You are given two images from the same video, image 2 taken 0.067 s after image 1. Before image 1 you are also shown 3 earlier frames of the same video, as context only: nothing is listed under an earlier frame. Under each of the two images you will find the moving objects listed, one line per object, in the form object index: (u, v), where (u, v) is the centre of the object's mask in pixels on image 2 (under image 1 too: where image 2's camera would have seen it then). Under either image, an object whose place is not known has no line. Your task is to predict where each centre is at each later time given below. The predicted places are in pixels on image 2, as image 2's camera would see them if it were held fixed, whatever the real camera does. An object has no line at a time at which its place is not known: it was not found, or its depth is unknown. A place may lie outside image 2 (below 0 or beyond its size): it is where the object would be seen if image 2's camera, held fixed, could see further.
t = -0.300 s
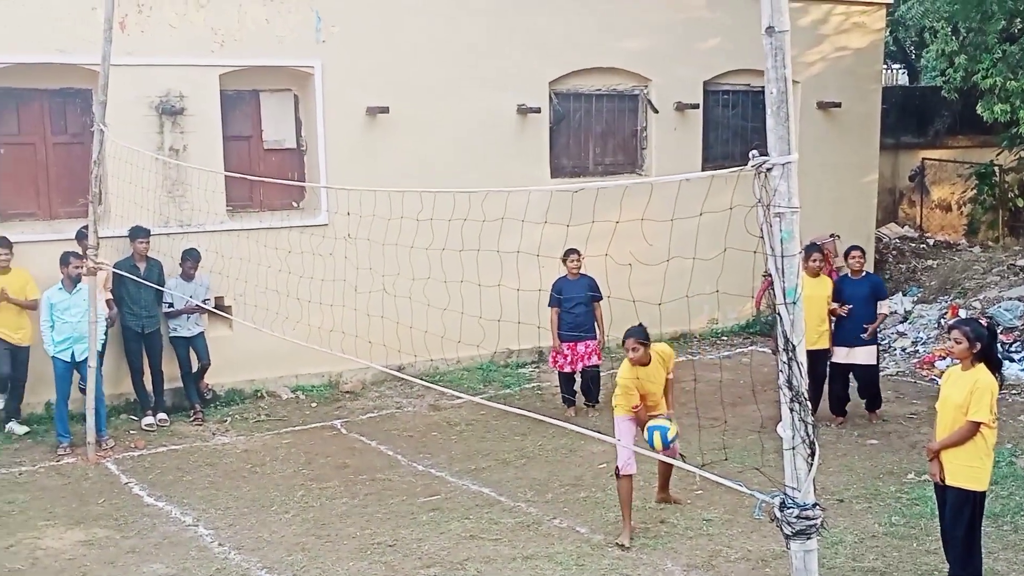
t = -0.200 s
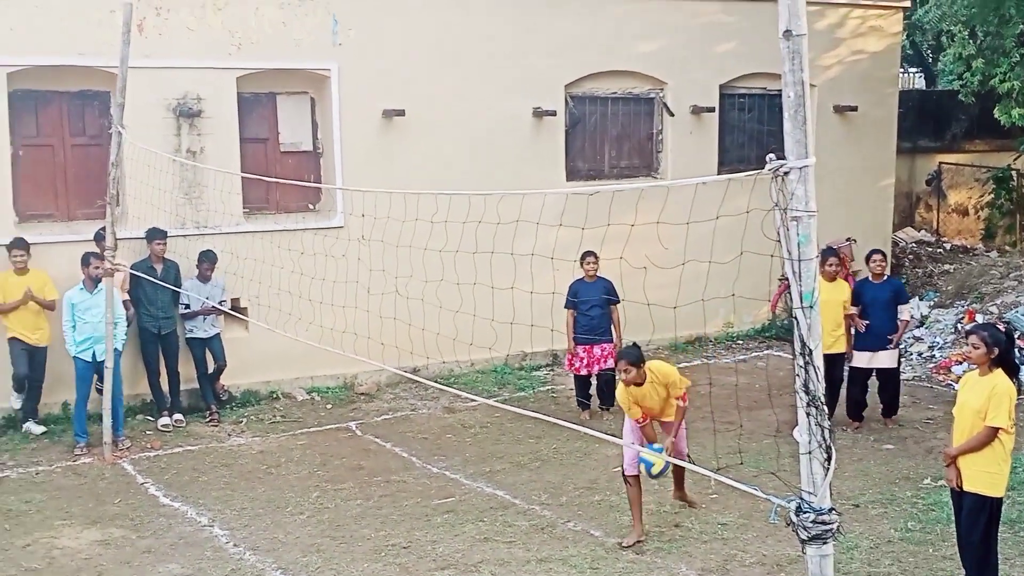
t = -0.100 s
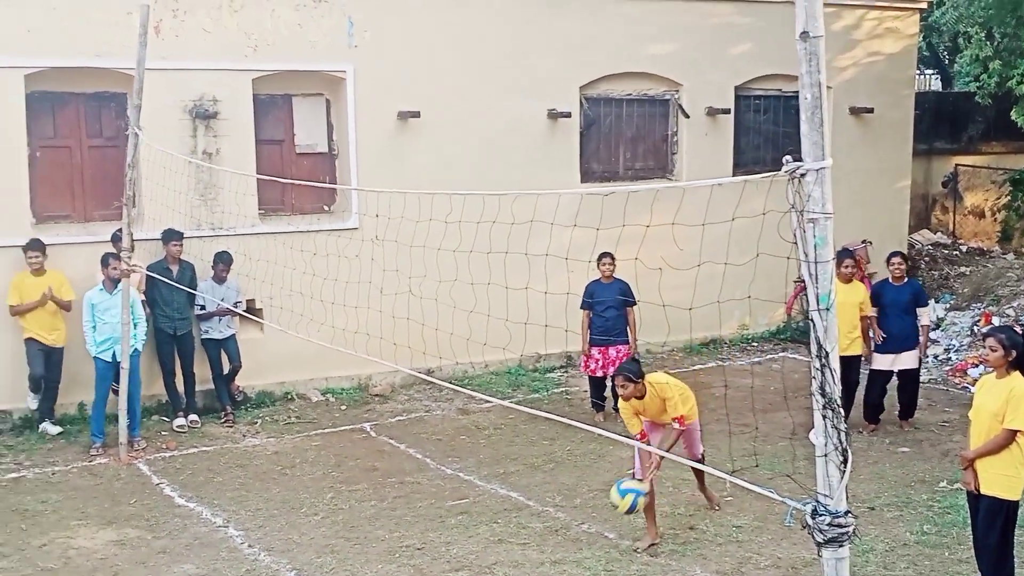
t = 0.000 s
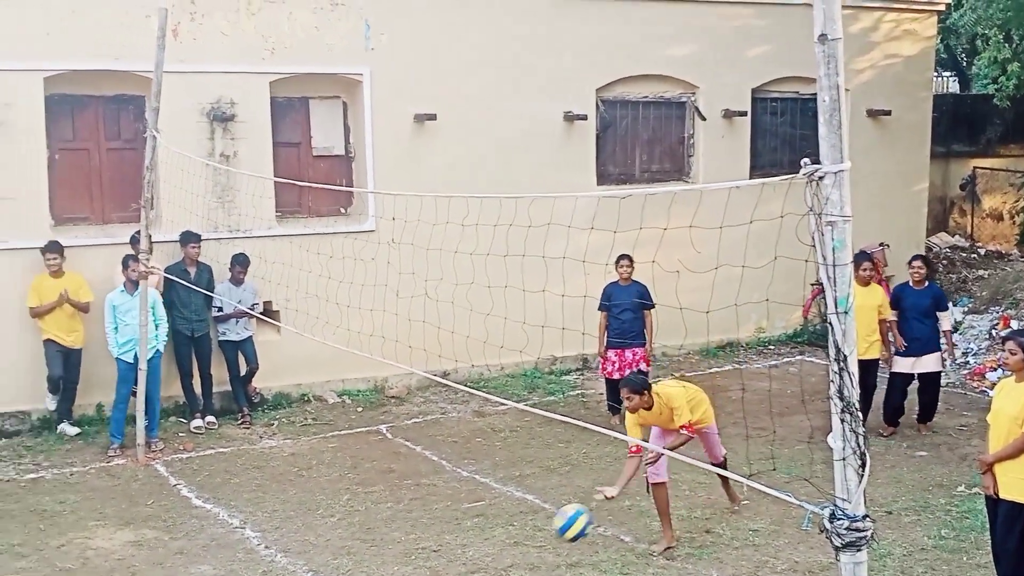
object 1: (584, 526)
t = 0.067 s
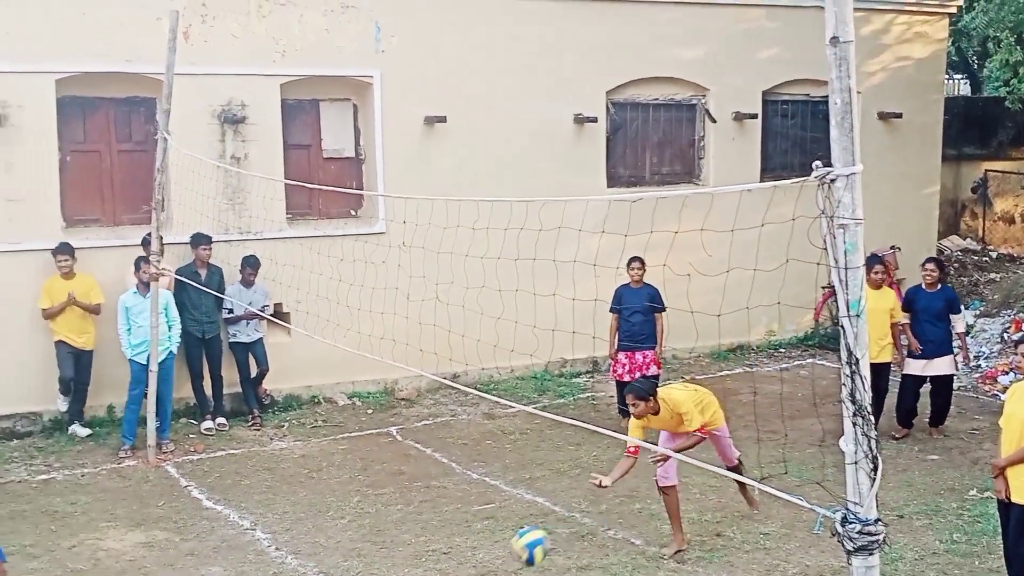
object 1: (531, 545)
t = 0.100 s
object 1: (501, 559)
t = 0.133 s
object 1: (473, 566)
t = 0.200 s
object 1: (429, 565)
